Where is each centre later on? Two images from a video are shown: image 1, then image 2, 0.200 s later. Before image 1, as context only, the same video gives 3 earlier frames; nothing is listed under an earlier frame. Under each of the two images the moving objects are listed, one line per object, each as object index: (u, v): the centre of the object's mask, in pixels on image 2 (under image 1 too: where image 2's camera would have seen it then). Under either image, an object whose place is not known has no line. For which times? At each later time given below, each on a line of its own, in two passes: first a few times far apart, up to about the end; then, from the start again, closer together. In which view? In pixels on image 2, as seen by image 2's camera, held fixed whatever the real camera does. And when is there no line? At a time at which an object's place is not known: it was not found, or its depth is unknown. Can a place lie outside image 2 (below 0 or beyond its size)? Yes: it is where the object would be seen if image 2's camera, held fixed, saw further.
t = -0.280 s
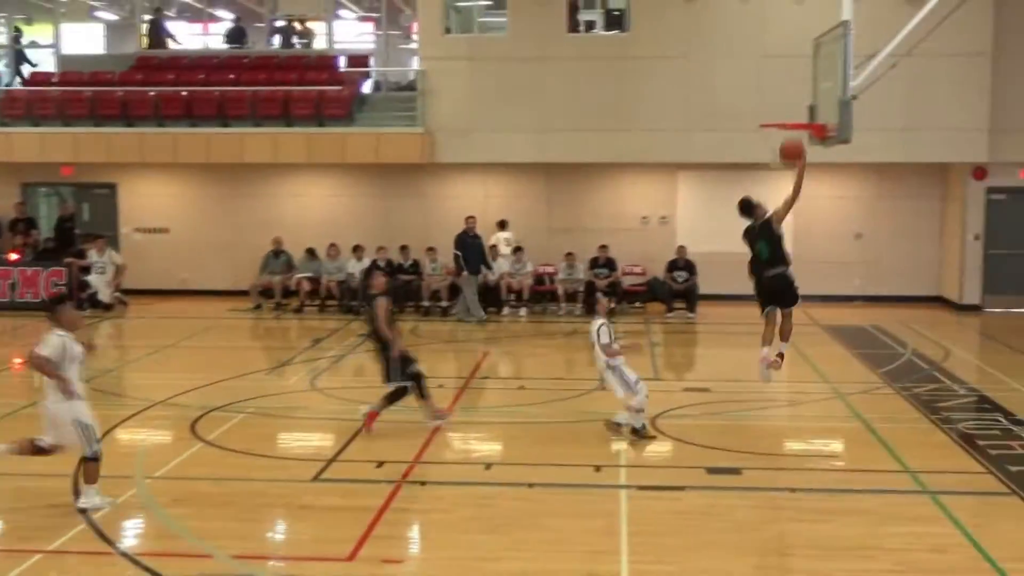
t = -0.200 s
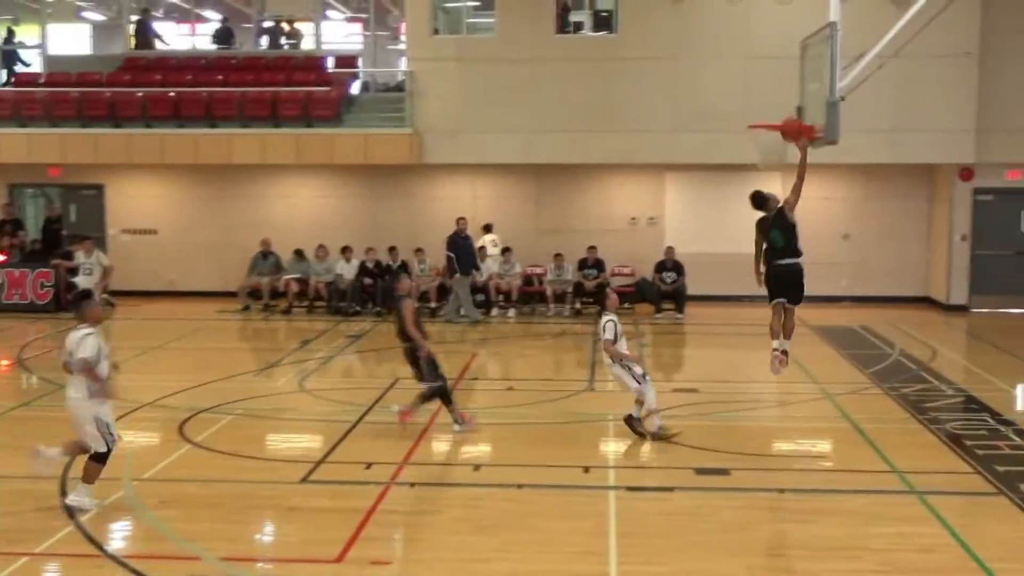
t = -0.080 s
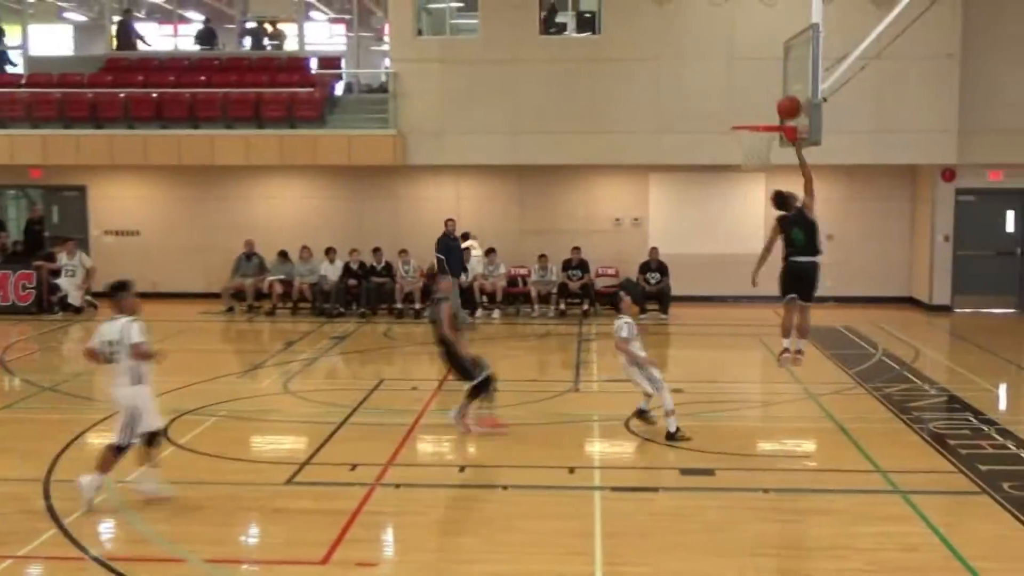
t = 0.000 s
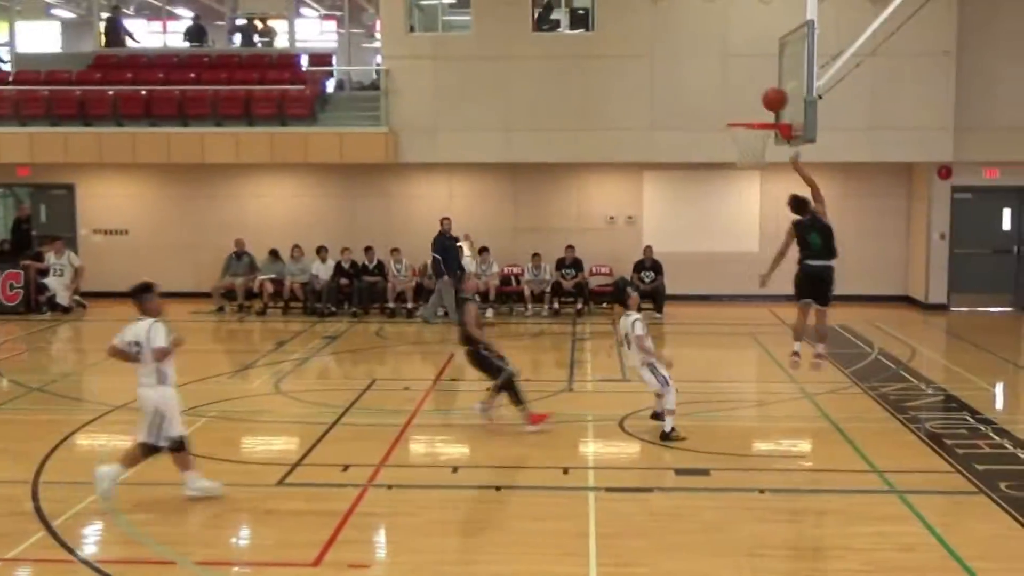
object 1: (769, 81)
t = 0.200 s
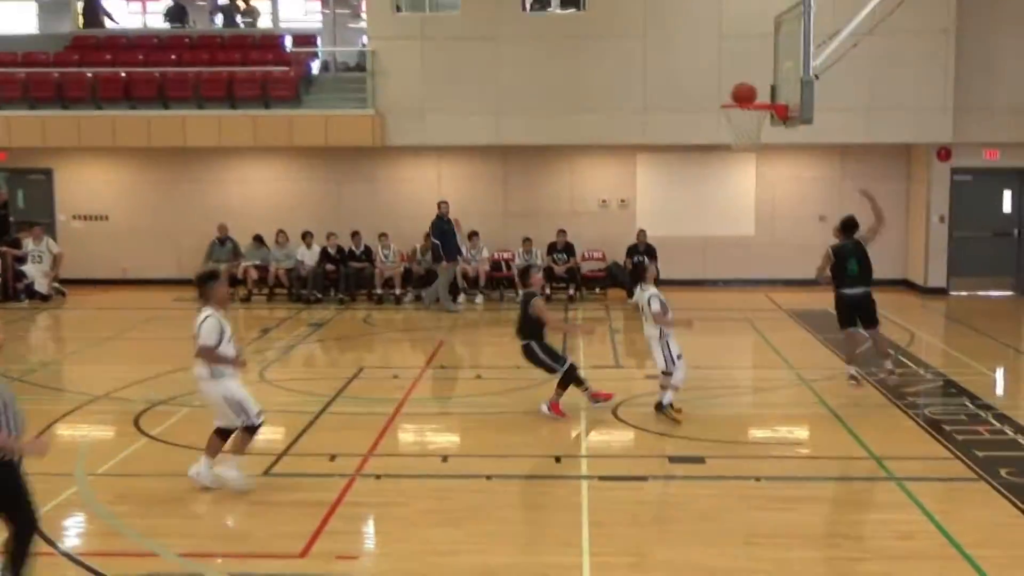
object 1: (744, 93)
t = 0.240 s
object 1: (737, 102)
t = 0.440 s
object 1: (743, 143)
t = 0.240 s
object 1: (737, 102)
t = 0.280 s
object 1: (737, 109)
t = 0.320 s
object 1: (738, 116)
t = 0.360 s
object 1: (739, 125)
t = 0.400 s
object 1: (741, 133)
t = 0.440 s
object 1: (743, 143)
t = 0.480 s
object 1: (744, 153)
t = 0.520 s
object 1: (746, 168)
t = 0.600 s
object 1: (749, 197)
